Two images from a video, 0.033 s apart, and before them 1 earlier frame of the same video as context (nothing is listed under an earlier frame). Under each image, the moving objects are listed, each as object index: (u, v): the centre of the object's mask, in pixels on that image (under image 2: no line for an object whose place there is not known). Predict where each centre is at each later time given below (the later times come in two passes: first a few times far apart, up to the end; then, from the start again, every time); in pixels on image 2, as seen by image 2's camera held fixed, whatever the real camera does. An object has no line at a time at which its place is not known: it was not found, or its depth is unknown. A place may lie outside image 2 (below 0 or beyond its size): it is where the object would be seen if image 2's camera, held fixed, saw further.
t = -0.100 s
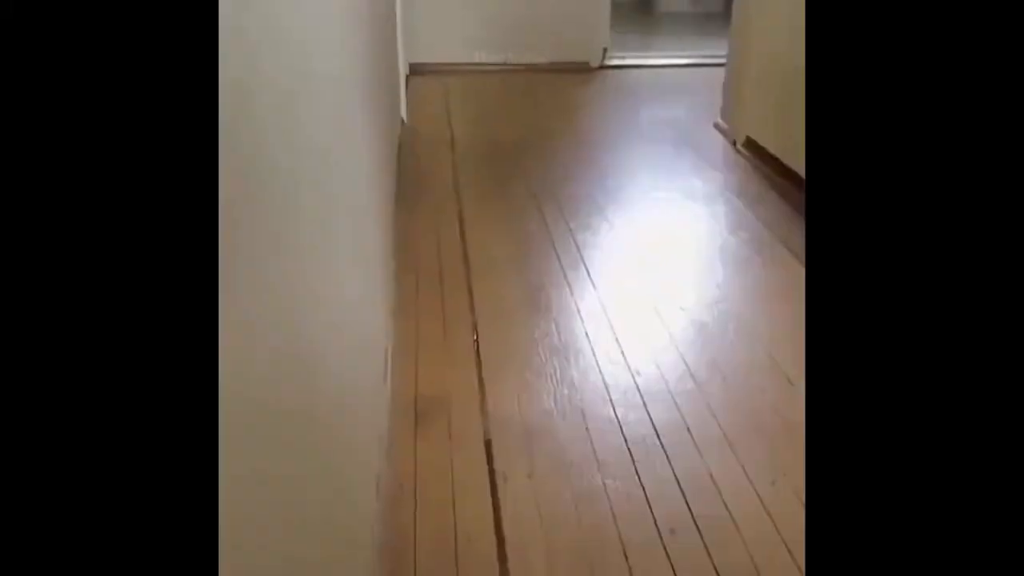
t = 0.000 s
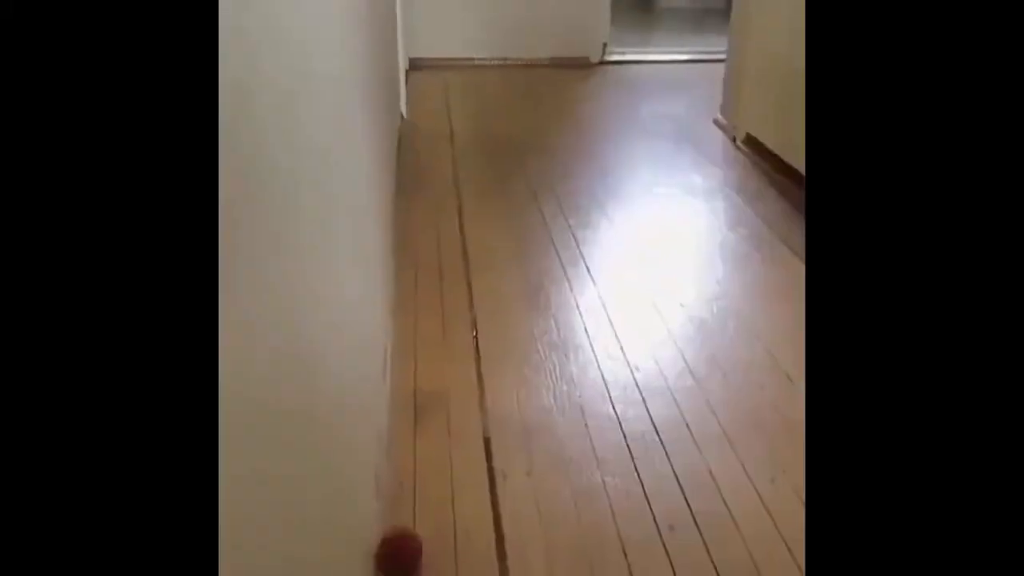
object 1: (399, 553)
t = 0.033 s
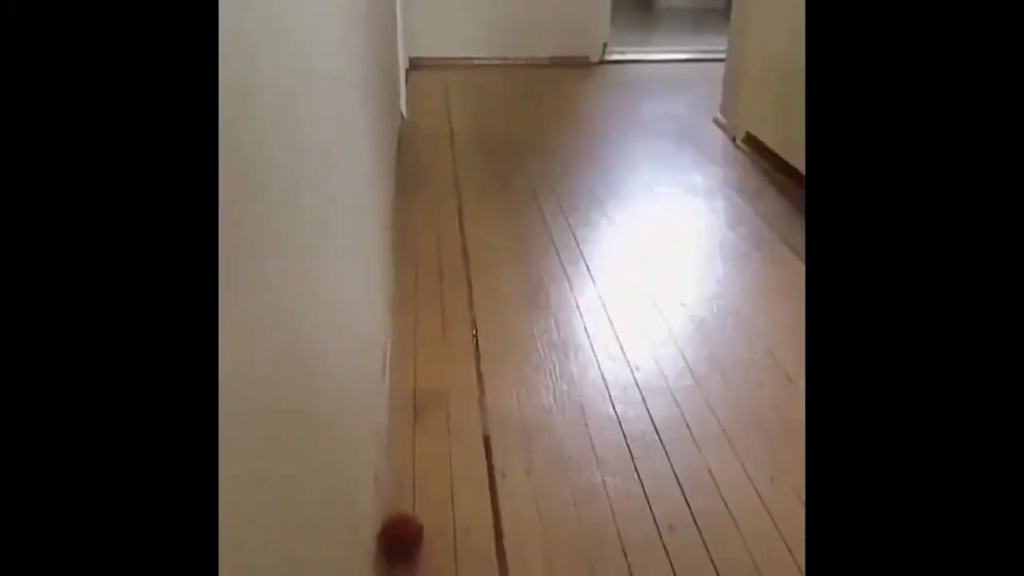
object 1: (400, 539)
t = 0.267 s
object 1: (420, 448)
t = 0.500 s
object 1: (434, 399)
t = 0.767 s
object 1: (450, 371)
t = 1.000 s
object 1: (450, 371)
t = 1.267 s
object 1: (448, 374)
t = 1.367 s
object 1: (449, 373)
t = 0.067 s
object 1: (402, 522)
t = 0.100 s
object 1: (405, 508)
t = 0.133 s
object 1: (410, 491)
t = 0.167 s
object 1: (412, 480)
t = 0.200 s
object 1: (415, 468)
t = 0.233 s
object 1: (418, 458)
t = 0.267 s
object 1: (420, 448)
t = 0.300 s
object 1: (422, 441)
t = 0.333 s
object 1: (425, 430)
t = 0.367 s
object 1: (428, 424)
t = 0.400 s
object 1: (430, 416)
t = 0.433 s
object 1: (431, 409)
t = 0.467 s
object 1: (432, 405)
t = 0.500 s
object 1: (434, 399)
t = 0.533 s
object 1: (438, 395)
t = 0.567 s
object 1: (440, 390)
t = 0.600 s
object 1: (443, 386)
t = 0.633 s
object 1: (446, 382)
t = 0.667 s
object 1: (448, 379)
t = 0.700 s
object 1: (449, 377)
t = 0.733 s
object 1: (450, 374)
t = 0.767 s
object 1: (450, 371)
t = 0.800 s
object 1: (449, 369)
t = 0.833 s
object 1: (450, 368)
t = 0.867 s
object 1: (450, 368)
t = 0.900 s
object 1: (450, 368)
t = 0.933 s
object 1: (451, 369)
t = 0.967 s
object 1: (451, 370)
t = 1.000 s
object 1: (450, 371)
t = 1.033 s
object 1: (449, 372)
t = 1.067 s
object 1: (449, 373)
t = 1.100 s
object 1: (449, 373)
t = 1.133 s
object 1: (449, 374)
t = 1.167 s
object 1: (449, 374)
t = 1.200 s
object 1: (449, 374)
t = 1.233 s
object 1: (449, 374)
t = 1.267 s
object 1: (448, 374)
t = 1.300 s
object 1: (449, 374)
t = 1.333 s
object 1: (448, 374)
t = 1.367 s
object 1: (449, 373)
